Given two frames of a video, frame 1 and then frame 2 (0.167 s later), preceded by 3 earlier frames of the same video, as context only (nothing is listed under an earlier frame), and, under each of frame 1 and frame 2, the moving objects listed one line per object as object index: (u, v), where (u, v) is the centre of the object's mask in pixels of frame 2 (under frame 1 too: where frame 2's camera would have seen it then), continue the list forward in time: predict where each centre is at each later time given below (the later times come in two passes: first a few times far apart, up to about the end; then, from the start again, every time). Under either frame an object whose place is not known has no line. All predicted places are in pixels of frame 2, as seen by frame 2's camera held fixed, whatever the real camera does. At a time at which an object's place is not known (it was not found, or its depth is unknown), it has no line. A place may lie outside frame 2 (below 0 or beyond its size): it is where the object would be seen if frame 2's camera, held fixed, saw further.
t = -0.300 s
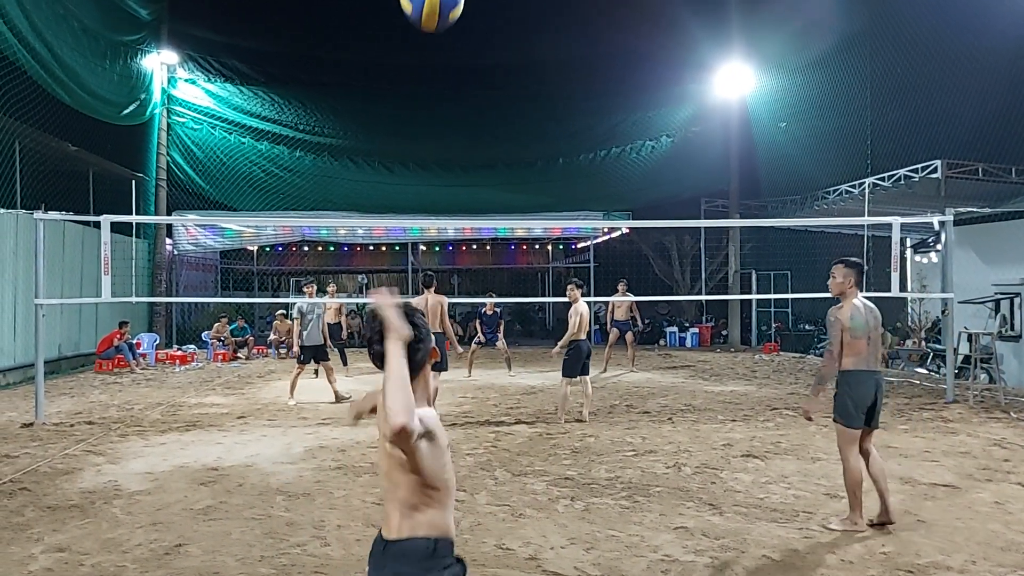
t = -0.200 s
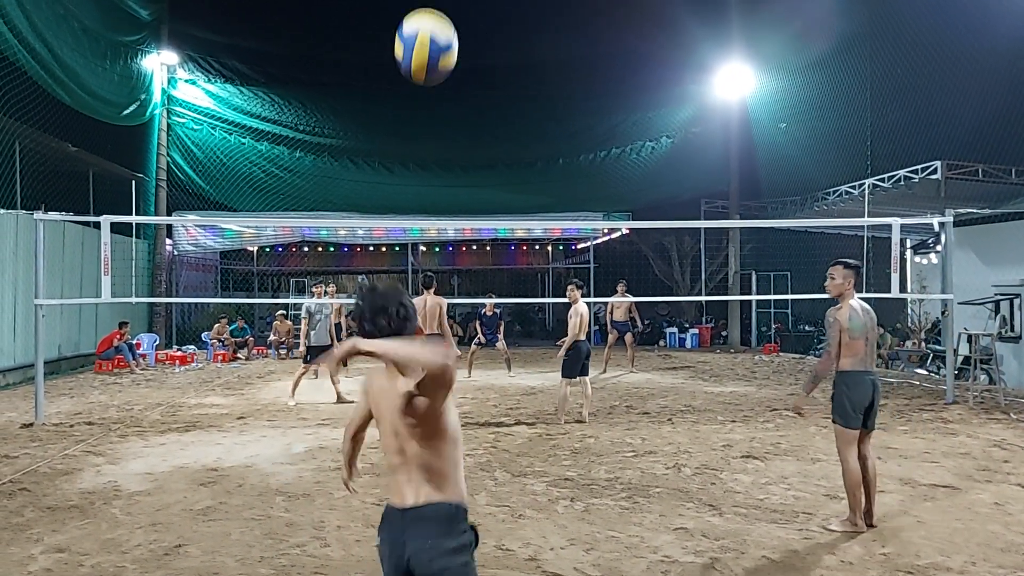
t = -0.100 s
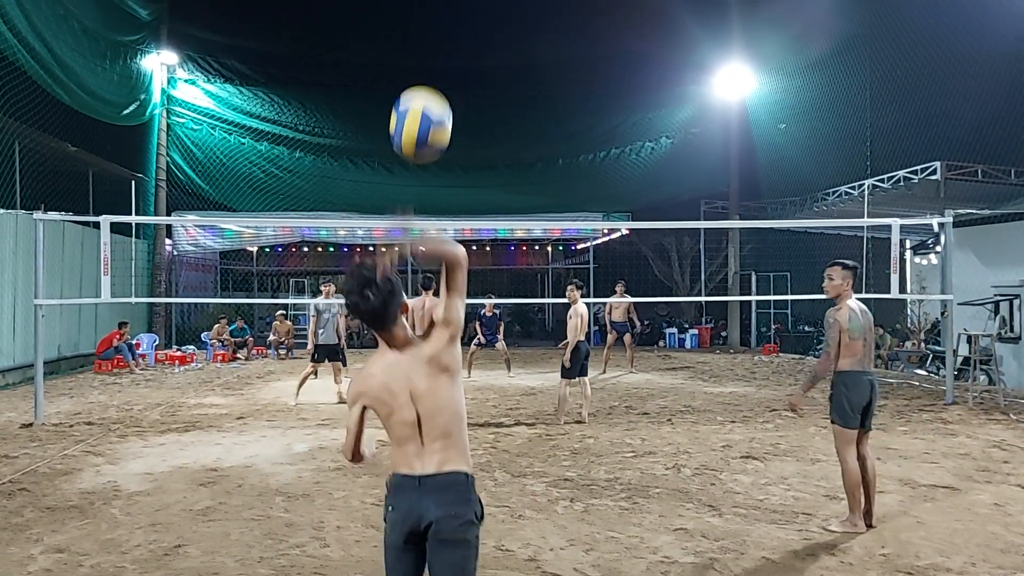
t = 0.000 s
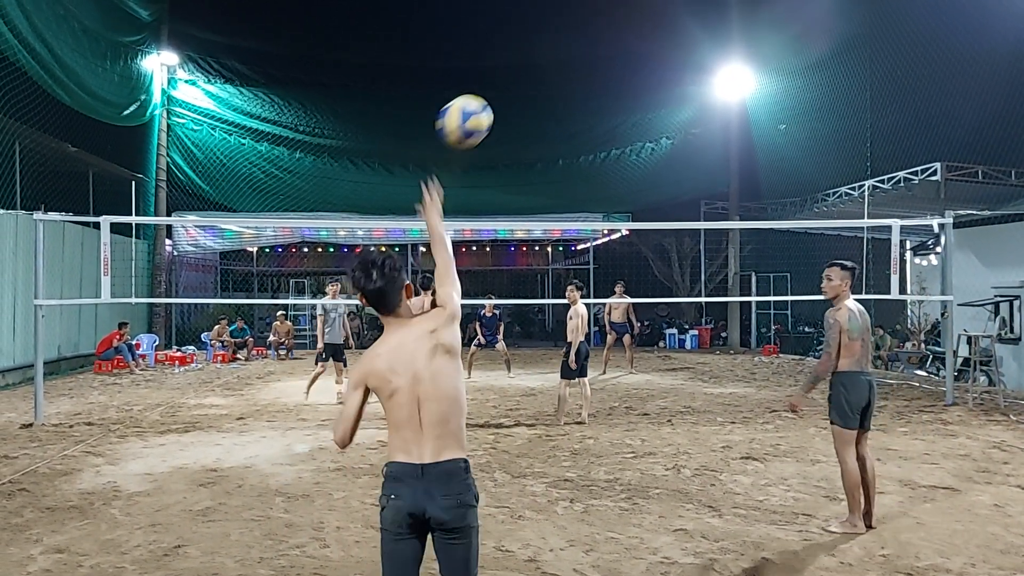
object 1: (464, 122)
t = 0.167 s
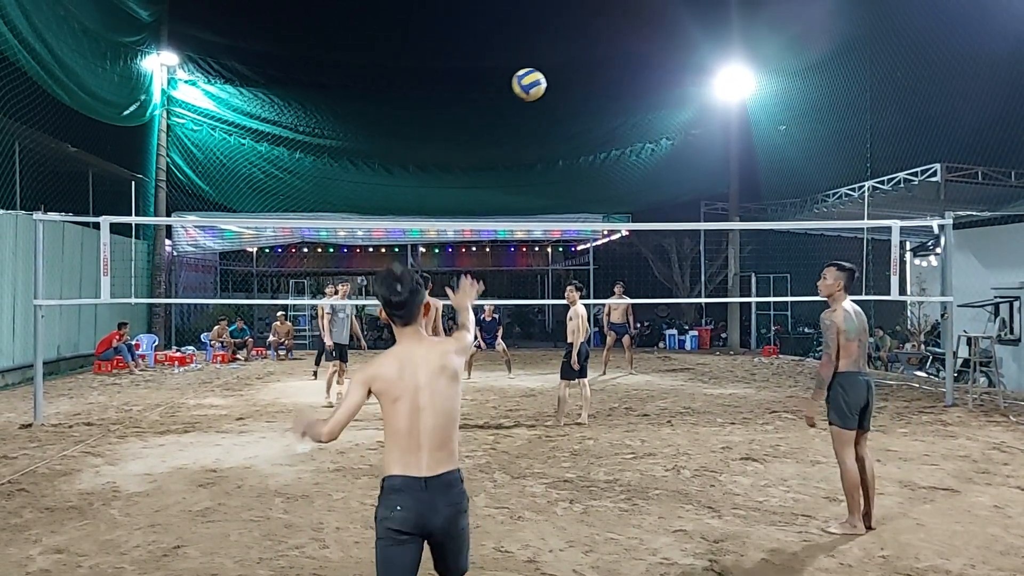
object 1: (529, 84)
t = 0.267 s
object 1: (549, 86)
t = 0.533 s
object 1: (583, 128)
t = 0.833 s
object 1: (609, 206)
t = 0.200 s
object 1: (537, 84)
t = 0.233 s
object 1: (543, 84)
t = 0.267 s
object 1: (549, 86)
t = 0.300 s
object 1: (555, 89)
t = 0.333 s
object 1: (560, 92)
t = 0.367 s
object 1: (564, 97)
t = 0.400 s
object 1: (568, 102)
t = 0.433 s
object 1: (572, 107)
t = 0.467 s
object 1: (576, 114)
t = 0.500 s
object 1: (580, 121)
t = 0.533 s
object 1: (583, 128)
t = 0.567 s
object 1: (587, 136)
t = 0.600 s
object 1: (590, 144)
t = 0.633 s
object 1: (593, 152)
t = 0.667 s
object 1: (596, 161)
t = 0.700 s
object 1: (599, 169)
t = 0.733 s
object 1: (602, 178)
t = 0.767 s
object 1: (604, 188)
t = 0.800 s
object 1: (606, 197)
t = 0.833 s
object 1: (609, 206)
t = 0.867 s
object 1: (611, 216)
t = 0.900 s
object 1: (613, 220)
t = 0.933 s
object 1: (615, 237)
